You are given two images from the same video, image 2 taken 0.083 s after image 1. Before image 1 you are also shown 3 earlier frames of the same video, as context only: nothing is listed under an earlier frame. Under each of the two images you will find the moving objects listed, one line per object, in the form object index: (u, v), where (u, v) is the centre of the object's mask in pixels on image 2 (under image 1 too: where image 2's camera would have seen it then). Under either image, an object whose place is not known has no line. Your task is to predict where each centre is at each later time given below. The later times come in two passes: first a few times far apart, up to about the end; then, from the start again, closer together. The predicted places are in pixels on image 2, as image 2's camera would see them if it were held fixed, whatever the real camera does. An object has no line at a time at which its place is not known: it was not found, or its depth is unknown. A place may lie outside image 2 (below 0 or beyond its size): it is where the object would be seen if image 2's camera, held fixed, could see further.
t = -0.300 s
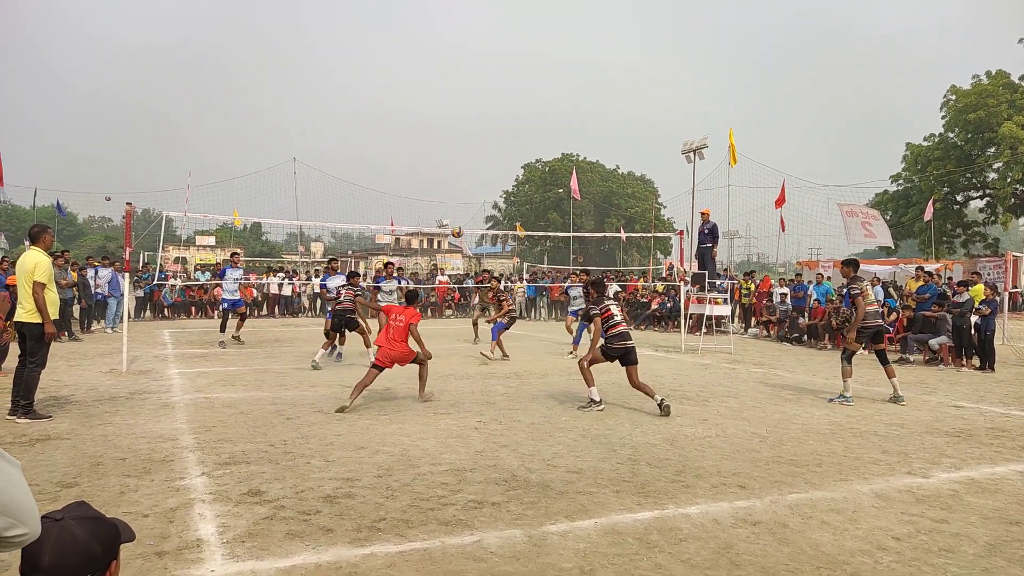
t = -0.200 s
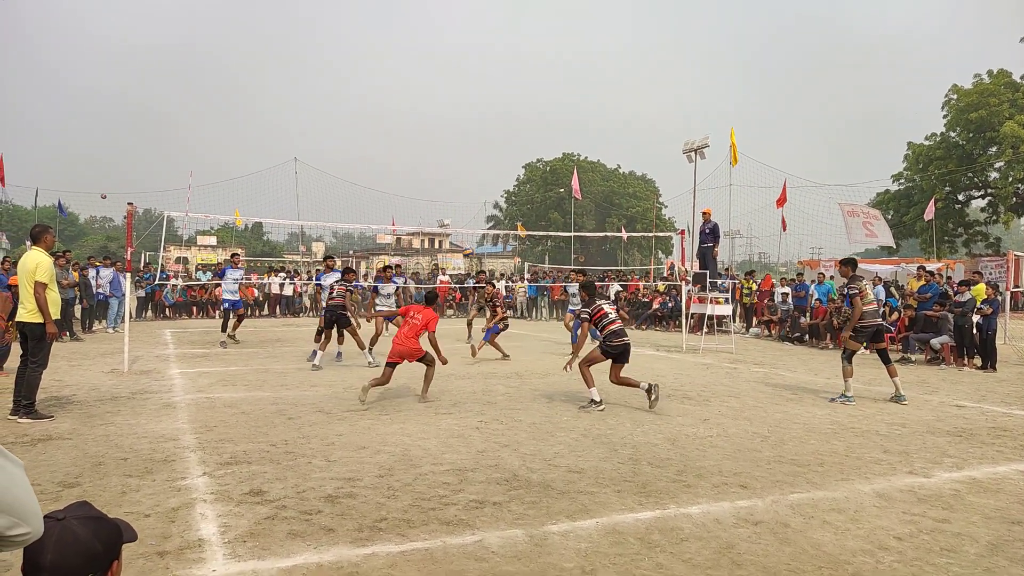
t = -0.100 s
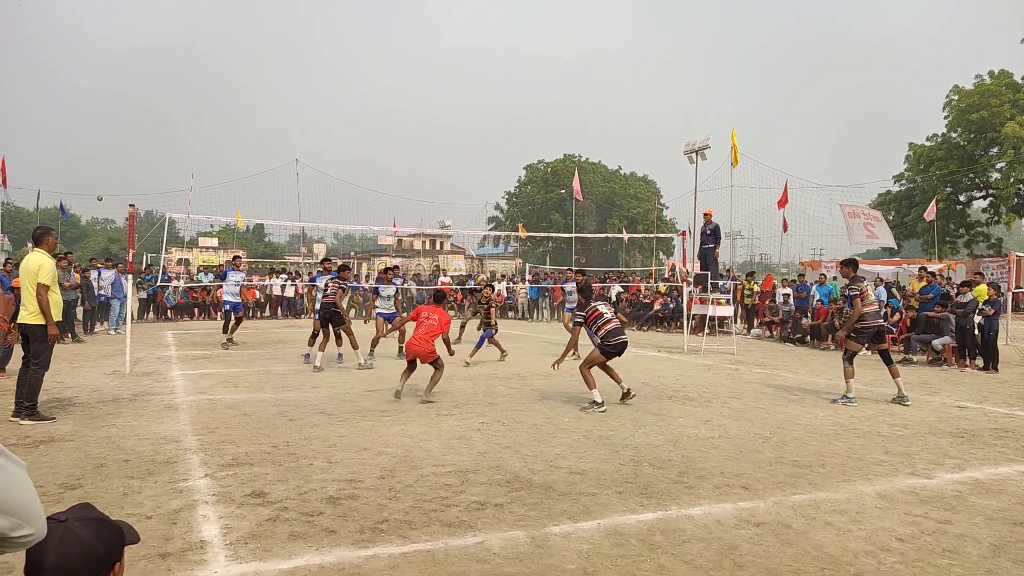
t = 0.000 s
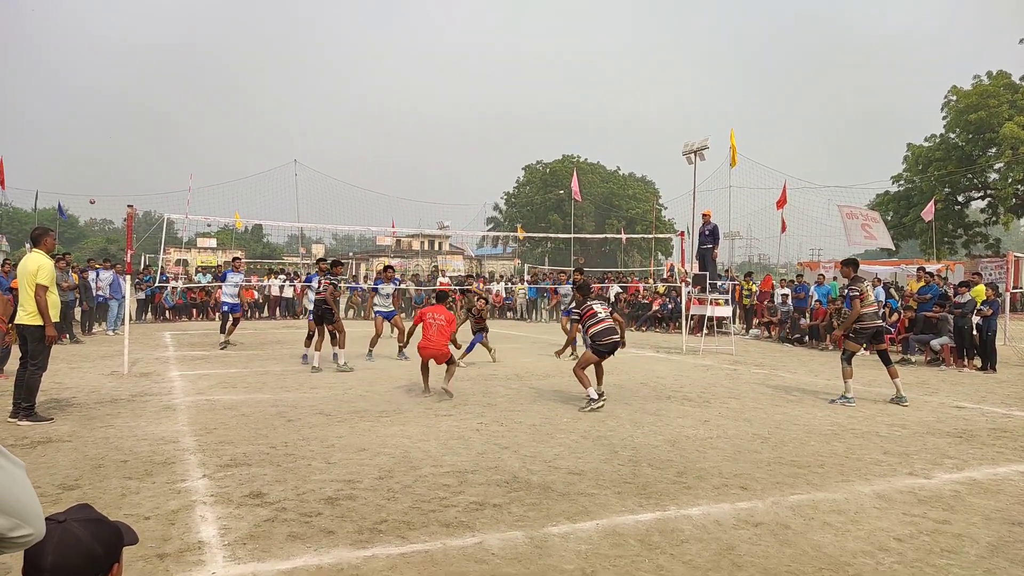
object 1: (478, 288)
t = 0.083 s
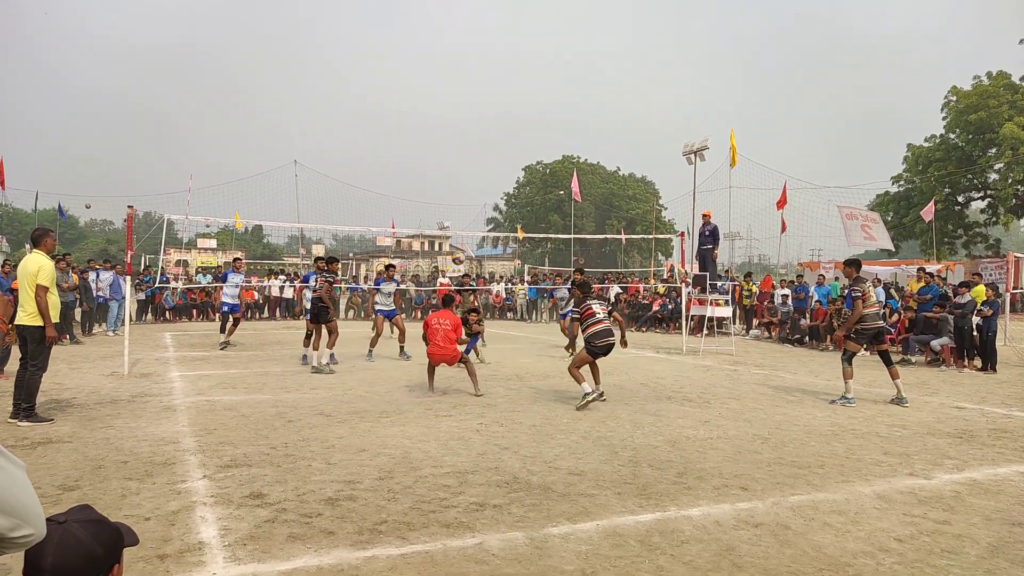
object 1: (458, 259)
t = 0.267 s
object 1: (410, 202)
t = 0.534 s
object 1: (334, 154)
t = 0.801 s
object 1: (249, 153)
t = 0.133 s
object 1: (446, 242)
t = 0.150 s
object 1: (442, 236)
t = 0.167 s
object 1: (437, 229)
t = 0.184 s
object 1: (433, 226)
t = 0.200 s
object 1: (428, 221)
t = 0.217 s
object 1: (424, 215)
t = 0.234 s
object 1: (419, 211)
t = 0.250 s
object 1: (415, 206)
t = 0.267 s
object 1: (410, 202)
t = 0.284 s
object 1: (406, 197)
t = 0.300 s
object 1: (401, 193)
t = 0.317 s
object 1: (397, 189)
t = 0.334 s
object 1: (392, 186)
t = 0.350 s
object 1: (387, 182)
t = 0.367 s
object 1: (382, 179)
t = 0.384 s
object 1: (378, 175)
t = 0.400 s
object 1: (373, 172)
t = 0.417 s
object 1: (368, 170)
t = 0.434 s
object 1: (364, 167)
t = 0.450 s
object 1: (359, 164)
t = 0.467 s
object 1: (354, 162)
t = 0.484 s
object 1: (349, 159)
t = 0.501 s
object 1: (344, 158)
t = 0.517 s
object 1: (339, 156)
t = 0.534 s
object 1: (334, 154)
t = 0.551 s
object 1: (330, 152)
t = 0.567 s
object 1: (324, 151)
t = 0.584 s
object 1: (319, 150)
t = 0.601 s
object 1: (314, 148)
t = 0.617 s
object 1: (309, 148)
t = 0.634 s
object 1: (304, 147)
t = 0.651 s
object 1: (298, 147)
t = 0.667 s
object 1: (293, 146)
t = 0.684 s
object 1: (288, 146)
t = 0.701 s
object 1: (282, 147)
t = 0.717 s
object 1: (277, 147)
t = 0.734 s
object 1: (272, 148)
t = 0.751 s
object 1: (266, 149)
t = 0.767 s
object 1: (261, 150)
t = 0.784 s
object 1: (255, 151)
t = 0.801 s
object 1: (249, 153)
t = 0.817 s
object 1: (244, 155)
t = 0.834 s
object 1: (238, 157)
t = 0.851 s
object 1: (232, 159)
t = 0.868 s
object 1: (227, 162)
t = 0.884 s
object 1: (221, 164)
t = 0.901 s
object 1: (215, 167)
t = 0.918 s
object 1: (209, 171)
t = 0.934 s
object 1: (203, 174)
